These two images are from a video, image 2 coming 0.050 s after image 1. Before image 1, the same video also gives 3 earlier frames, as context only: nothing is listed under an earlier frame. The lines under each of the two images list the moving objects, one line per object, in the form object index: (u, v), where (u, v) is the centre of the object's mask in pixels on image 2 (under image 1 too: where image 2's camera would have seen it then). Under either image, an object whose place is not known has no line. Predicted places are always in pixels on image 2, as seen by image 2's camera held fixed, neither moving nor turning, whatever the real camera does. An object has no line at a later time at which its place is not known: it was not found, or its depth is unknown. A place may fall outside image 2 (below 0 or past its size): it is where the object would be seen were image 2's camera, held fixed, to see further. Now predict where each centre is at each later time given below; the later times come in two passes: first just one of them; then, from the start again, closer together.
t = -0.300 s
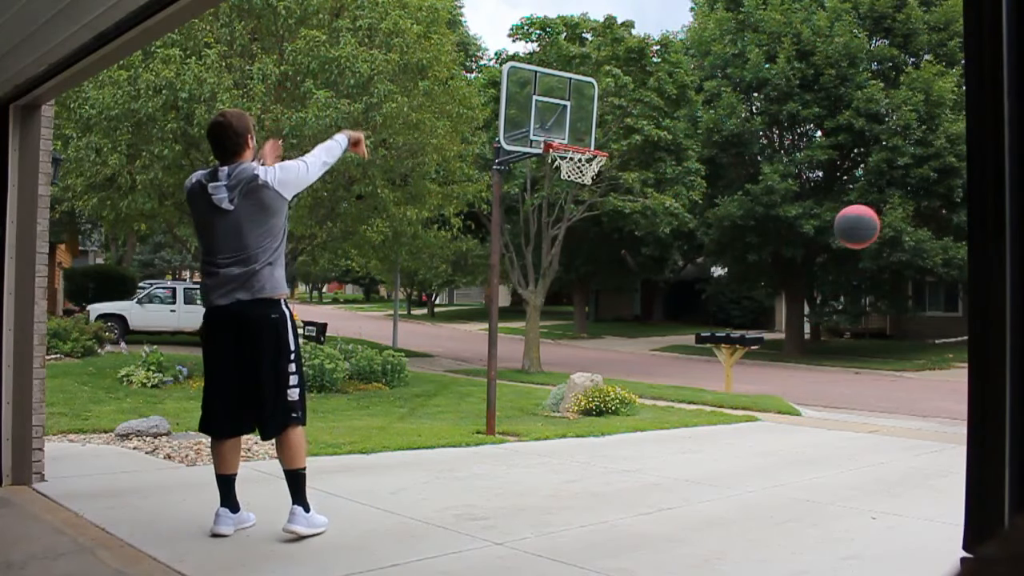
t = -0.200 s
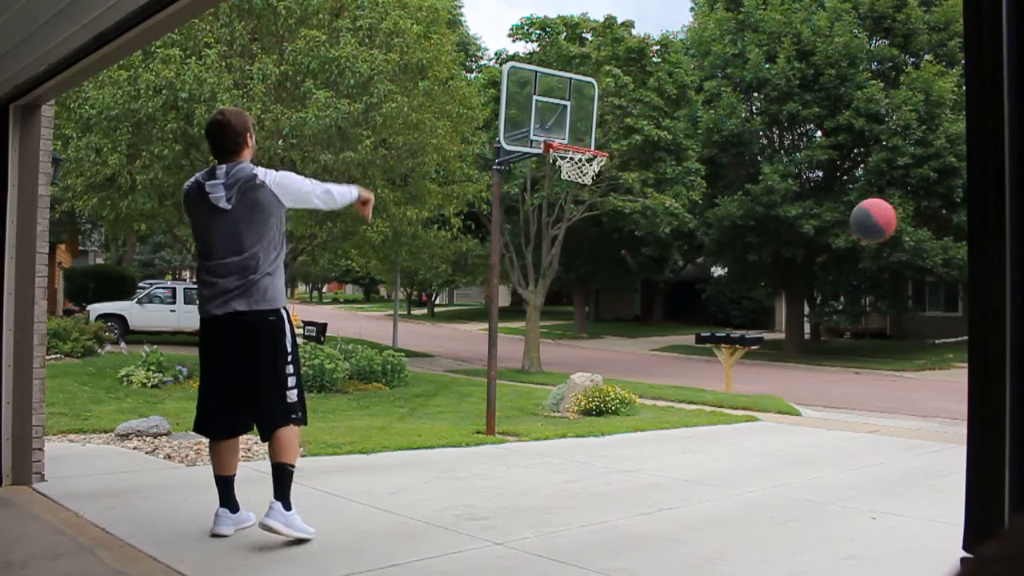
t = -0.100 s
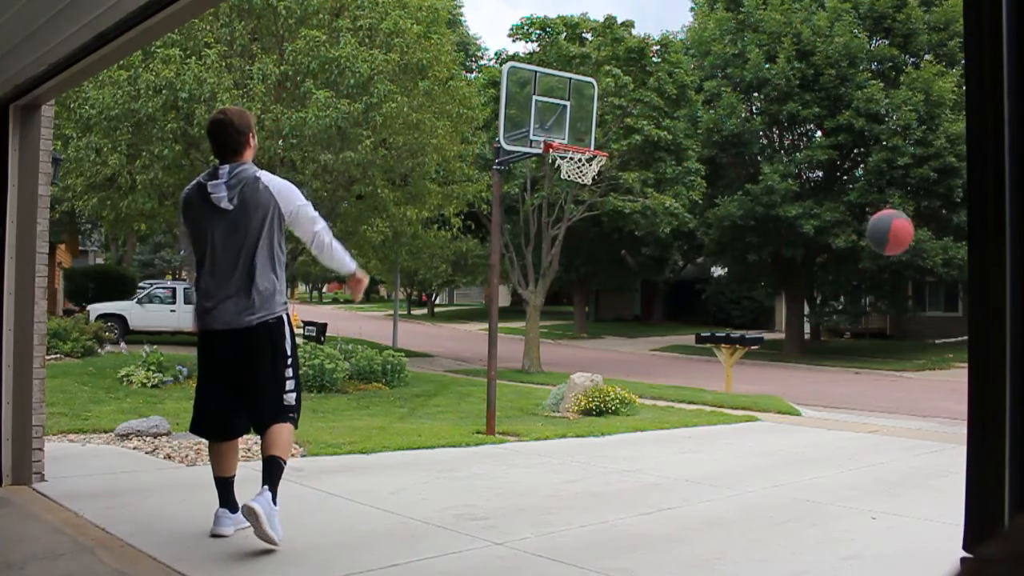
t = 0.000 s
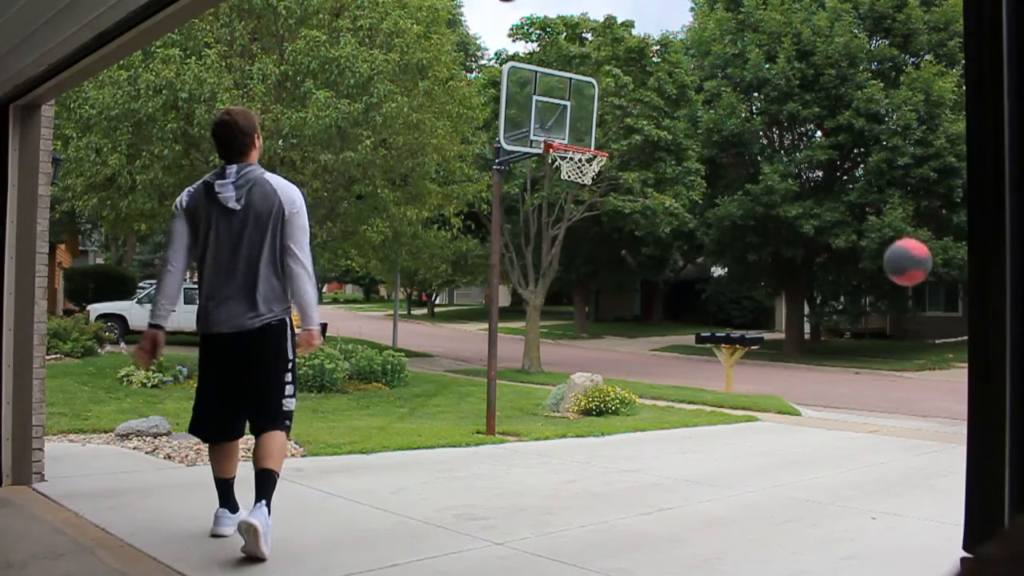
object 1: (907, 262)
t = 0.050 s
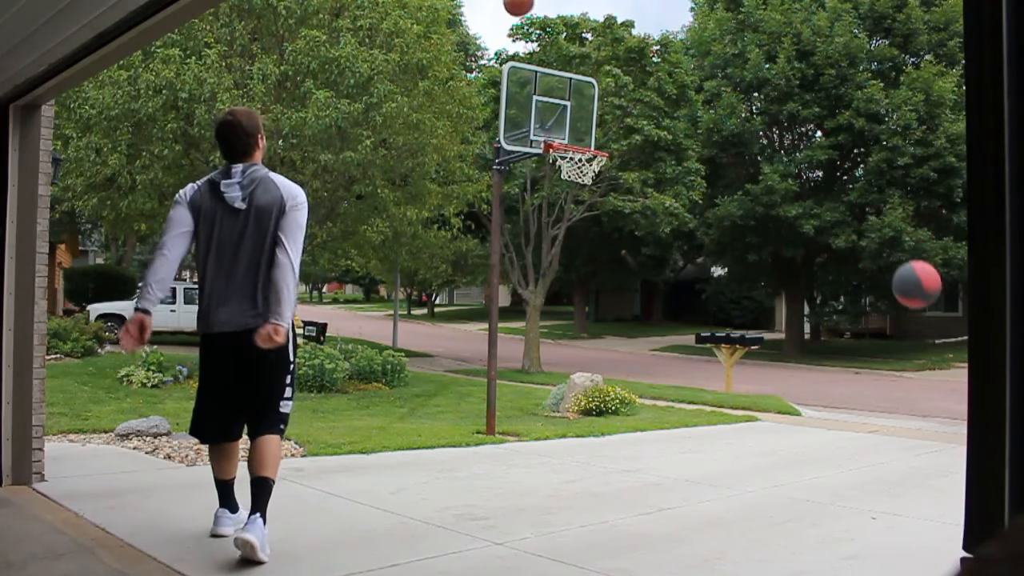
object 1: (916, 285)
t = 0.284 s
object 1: (950, 457)
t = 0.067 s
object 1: (919, 293)
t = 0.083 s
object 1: (922, 302)
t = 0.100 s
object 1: (925, 312)
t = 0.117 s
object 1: (928, 322)
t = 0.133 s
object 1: (931, 333)
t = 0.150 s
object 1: (934, 343)
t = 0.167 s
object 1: (937, 355)
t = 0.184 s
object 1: (940, 367)
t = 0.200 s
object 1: (943, 381)
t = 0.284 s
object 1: (950, 457)
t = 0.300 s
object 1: (952, 474)
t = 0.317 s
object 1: (953, 492)
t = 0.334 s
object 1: (953, 510)
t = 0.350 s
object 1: (954, 522)
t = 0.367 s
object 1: (957, 507)
